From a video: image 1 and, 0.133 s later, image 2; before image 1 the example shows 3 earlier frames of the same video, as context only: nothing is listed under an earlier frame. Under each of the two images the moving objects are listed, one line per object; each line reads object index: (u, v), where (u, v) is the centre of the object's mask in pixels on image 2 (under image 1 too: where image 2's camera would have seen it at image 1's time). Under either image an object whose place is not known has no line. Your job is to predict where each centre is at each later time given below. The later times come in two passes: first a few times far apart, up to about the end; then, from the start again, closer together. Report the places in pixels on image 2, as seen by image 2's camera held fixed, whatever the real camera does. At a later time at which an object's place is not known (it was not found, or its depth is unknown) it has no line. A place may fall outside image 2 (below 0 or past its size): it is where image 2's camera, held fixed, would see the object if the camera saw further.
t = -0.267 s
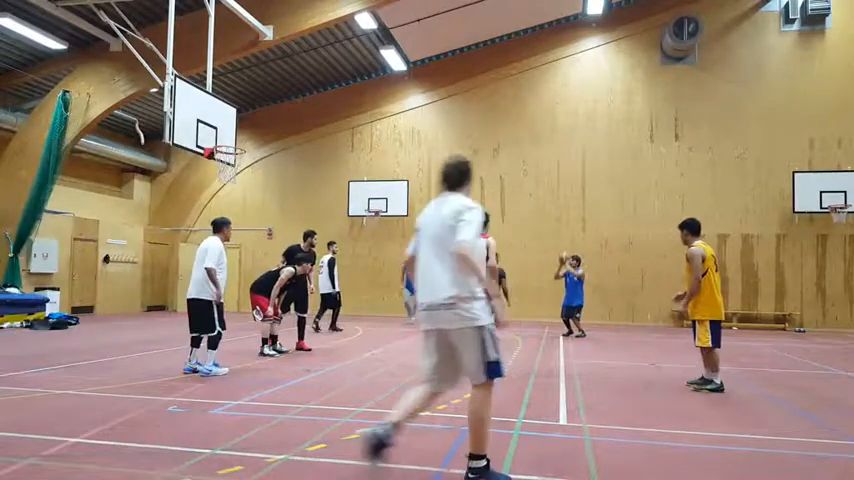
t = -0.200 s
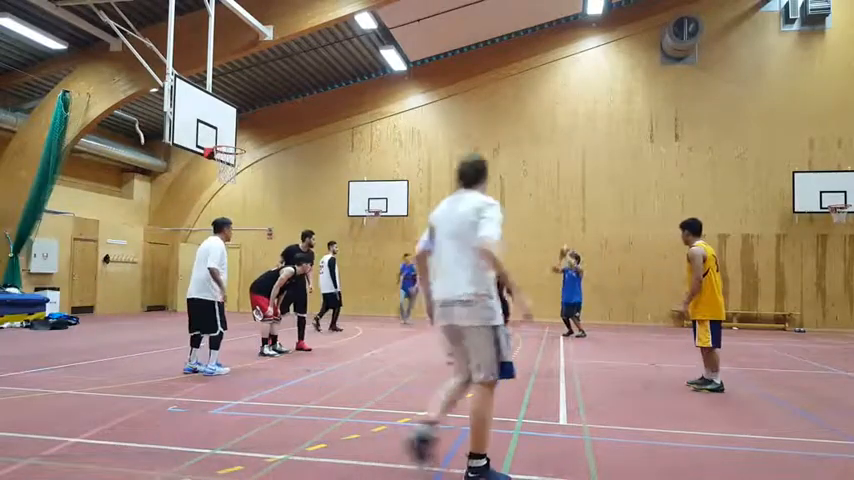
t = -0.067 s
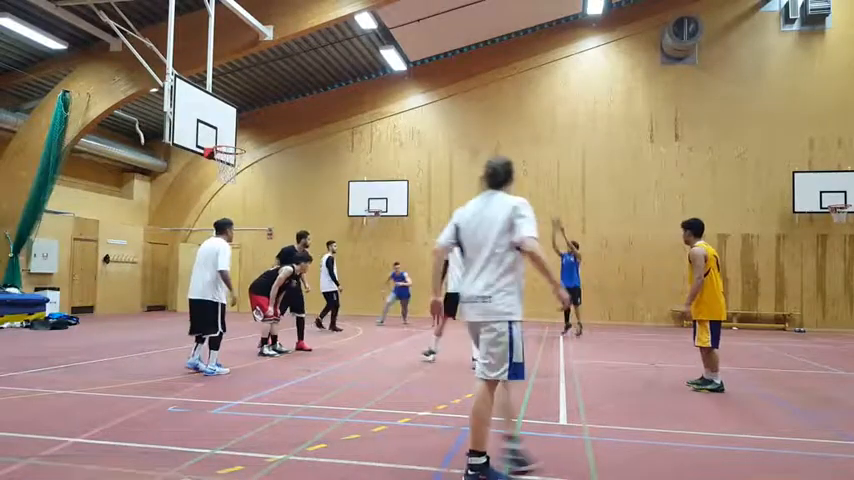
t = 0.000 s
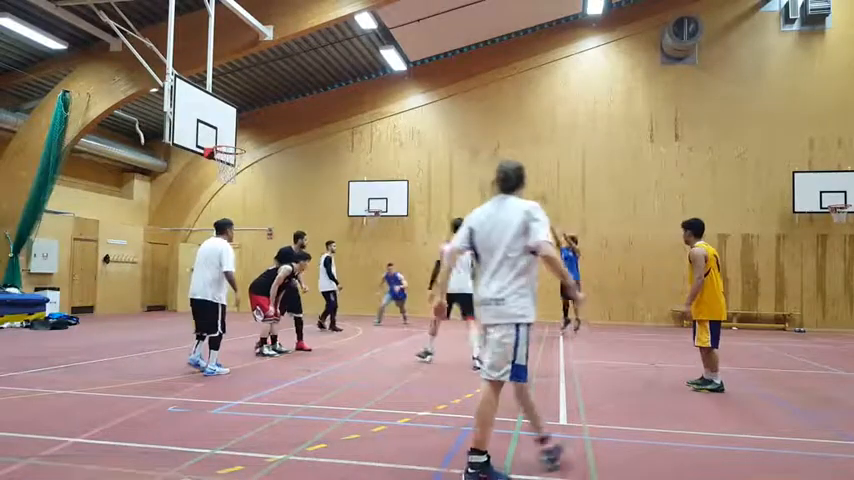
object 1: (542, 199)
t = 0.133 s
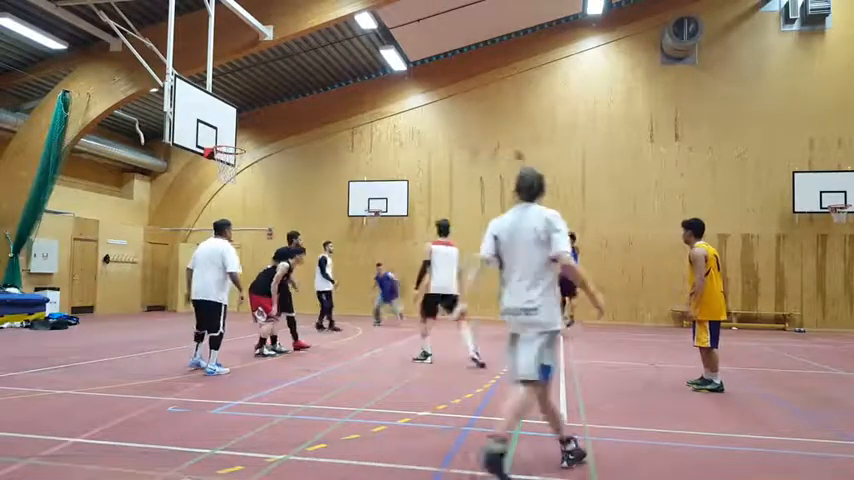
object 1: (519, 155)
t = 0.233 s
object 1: (500, 127)
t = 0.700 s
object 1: (400, 59)
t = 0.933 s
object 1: (344, 66)
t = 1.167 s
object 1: (283, 106)
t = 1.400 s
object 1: (260, 133)
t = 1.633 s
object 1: (286, 131)
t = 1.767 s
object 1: (301, 145)
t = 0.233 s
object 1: (500, 127)
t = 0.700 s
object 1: (400, 59)
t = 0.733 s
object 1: (391, 59)
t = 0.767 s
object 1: (382, 57)
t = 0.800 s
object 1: (374, 57)
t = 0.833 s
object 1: (367, 58)
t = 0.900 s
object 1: (352, 63)
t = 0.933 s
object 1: (344, 66)
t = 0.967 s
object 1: (335, 71)
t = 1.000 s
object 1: (327, 76)
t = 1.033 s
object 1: (318, 81)
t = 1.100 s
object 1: (301, 91)
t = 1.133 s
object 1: (292, 98)
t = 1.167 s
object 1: (283, 106)
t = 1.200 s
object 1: (273, 114)
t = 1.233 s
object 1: (264, 123)
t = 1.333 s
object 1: (251, 142)
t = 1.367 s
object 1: (256, 138)
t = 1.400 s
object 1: (260, 133)
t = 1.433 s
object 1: (263, 131)
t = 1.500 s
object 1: (270, 128)
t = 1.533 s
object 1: (275, 128)
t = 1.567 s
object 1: (278, 128)
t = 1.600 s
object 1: (282, 129)
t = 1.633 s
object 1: (286, 131)
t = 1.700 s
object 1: (294, 136)
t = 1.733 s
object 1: (298, 140)
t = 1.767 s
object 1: (301, 145)
